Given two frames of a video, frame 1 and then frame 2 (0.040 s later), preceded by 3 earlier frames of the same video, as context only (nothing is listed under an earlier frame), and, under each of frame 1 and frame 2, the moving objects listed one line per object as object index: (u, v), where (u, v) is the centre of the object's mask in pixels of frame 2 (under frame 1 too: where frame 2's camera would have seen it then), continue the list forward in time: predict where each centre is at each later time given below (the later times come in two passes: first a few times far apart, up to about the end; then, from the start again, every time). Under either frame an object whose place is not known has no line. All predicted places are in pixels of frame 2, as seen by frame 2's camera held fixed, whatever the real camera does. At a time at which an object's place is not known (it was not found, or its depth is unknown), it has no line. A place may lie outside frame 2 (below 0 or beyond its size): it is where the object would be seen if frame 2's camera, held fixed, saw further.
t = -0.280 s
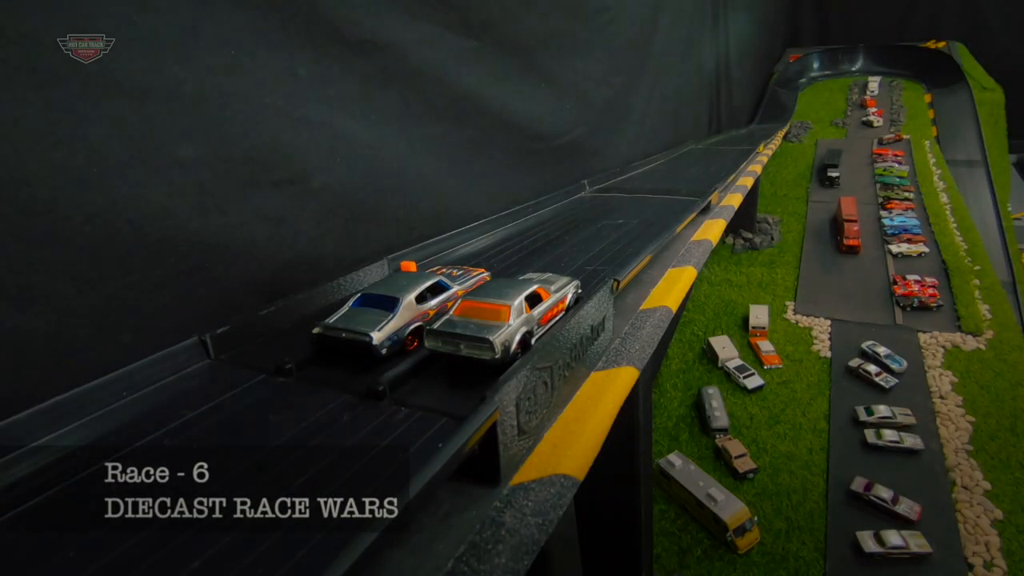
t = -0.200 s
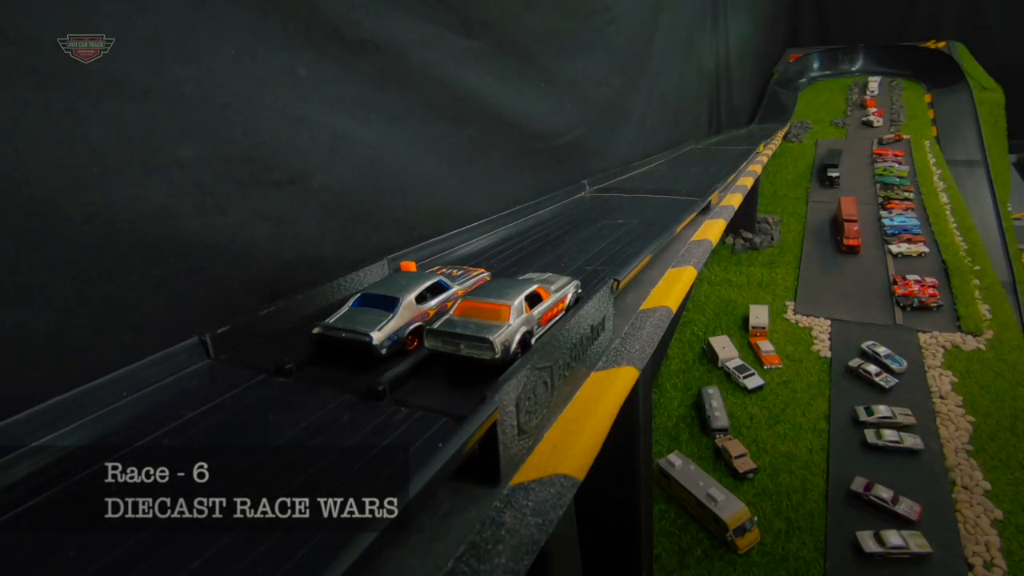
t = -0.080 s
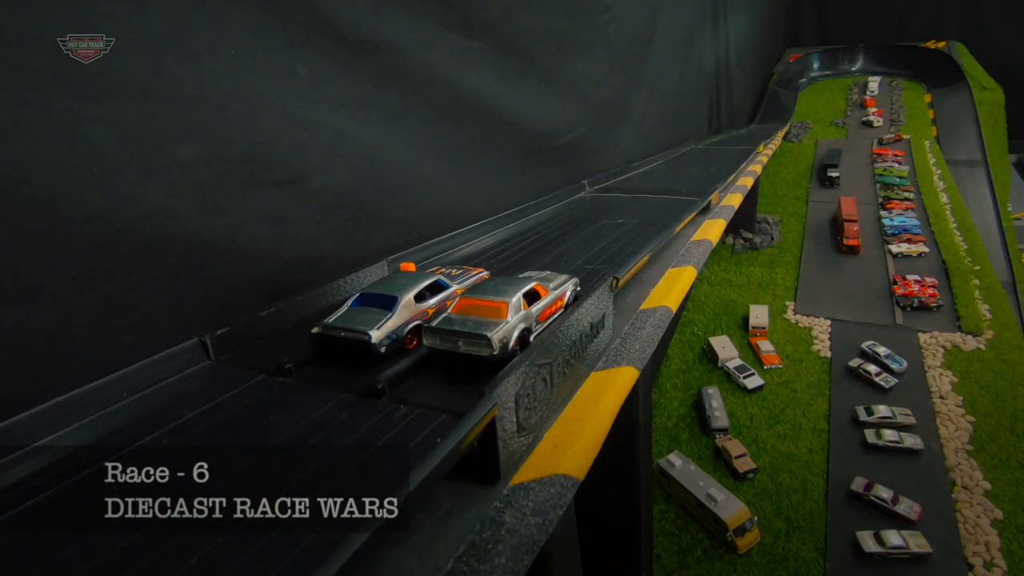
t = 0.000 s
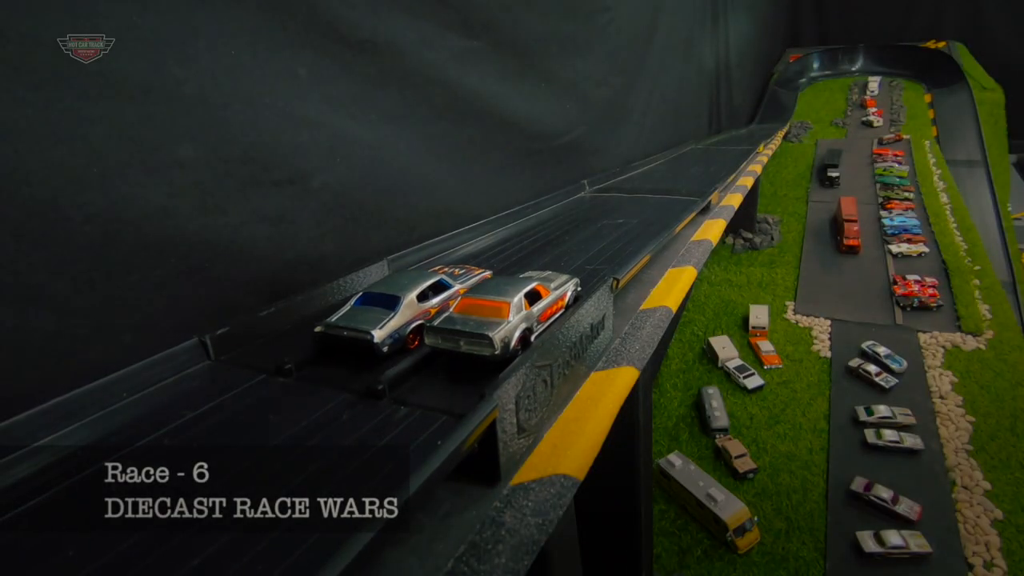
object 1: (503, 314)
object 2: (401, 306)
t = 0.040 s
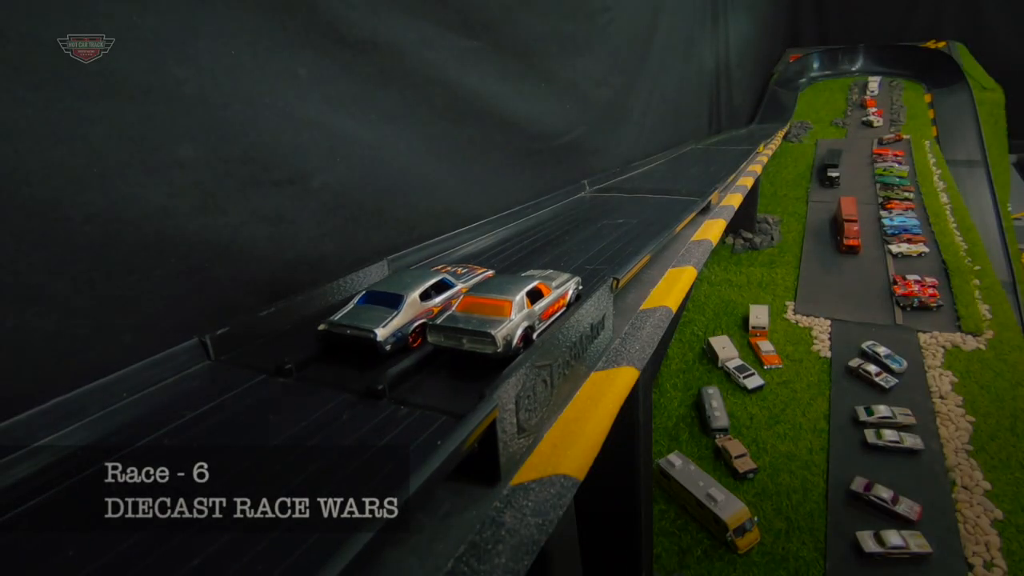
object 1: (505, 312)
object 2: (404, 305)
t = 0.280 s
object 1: (534, 290)
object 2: (440, 285)
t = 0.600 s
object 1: (591, 248)
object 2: (514, 247)
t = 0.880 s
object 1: (640, 214)
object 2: (584, 213)
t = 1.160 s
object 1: (671, 186)
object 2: (630, 187)
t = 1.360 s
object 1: (689, 172)
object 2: (655, 173)
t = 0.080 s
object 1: (508, 310)
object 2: (408, 303)
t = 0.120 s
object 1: (512, 307)
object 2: (412, 301)
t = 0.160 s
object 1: (517, 303)
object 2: (418, 297)
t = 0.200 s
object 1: (522, 299)
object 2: (425, 293)
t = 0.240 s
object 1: (527, 295)
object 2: (432, 289)
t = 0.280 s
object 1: (534, 290)
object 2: (440, 285)
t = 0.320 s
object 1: (539, 285)
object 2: (449, 280)
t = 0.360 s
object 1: (546, 280)
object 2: (458, 275)
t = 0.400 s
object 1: (554, 274)
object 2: (467, 270)
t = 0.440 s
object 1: (562, 268)
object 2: (475, 266)
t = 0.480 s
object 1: (570, 263)
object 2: (485, 261)
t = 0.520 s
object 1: (576, 257)
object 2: (494, 257)
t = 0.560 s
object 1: (583, 253)
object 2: (503, 252)
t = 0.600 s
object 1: (591, 248)
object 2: (514, 247)
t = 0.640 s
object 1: (599, 244)
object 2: (525, 242)
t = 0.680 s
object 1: (607, 239)
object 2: (536, 237)
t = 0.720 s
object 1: (615, 233)
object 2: (546, 232)
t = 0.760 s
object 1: (622, 228)
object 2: (556, 227)
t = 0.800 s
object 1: (629, 223)
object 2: (566, 222)
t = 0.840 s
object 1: (634, 218)
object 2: (576, 218)
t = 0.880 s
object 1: (640, 214)
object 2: (584, 213)
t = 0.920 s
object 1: (645, 210)
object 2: (593, 209)
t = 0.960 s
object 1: (650, 205)
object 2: (600, 205)
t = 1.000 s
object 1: (654, 201)
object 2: (606, 202)
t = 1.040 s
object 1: (659, 198)
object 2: (613, 197)
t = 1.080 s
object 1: (663, 194)
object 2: (619, 195)
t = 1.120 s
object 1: (667, 190)
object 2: (625, 190)
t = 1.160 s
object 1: (671, 186)
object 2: (630, 187)
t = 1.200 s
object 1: (675, 183)
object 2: (635, 185)
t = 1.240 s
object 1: (679, 180)
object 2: (641, 180)
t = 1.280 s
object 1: (682, 177)
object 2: (645, 178)
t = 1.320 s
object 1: (686, 175)
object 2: (650, 176)
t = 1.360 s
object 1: (689, 172)
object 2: (655, 173)
